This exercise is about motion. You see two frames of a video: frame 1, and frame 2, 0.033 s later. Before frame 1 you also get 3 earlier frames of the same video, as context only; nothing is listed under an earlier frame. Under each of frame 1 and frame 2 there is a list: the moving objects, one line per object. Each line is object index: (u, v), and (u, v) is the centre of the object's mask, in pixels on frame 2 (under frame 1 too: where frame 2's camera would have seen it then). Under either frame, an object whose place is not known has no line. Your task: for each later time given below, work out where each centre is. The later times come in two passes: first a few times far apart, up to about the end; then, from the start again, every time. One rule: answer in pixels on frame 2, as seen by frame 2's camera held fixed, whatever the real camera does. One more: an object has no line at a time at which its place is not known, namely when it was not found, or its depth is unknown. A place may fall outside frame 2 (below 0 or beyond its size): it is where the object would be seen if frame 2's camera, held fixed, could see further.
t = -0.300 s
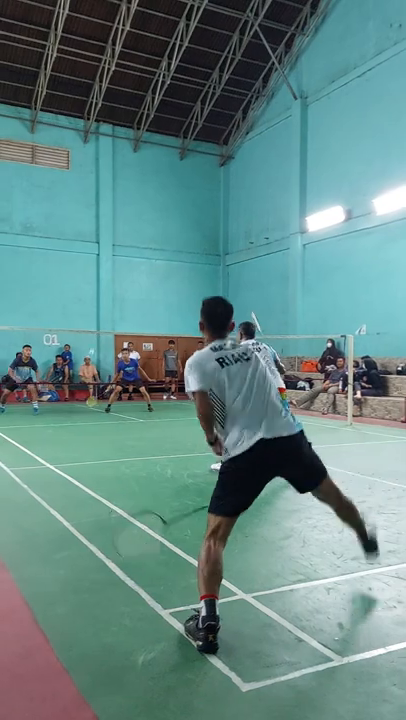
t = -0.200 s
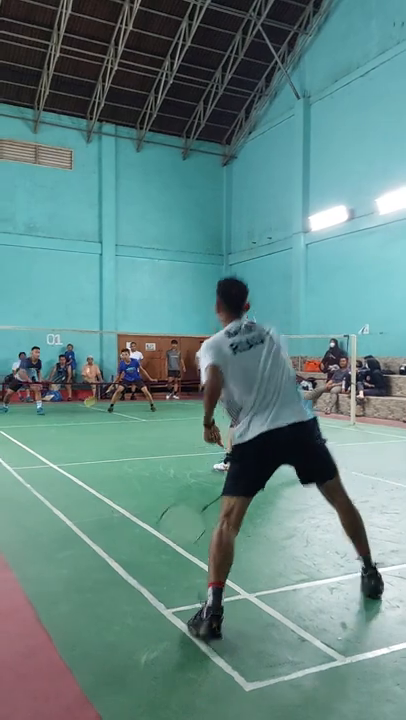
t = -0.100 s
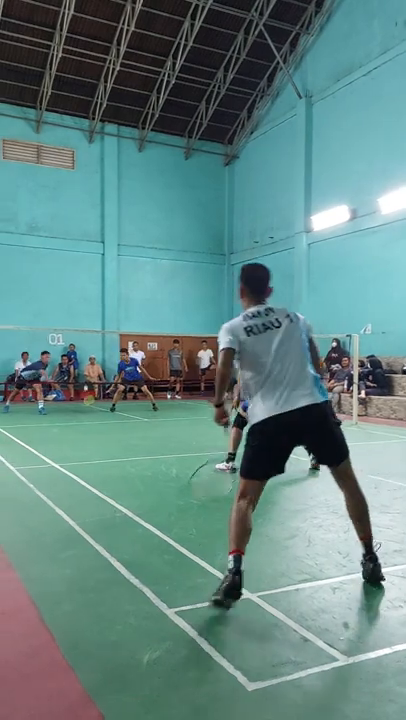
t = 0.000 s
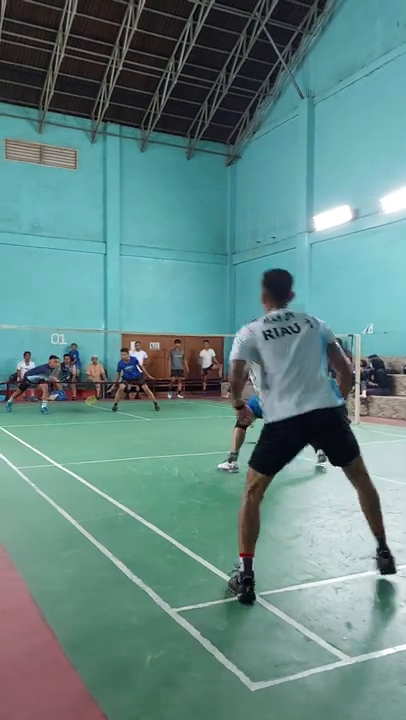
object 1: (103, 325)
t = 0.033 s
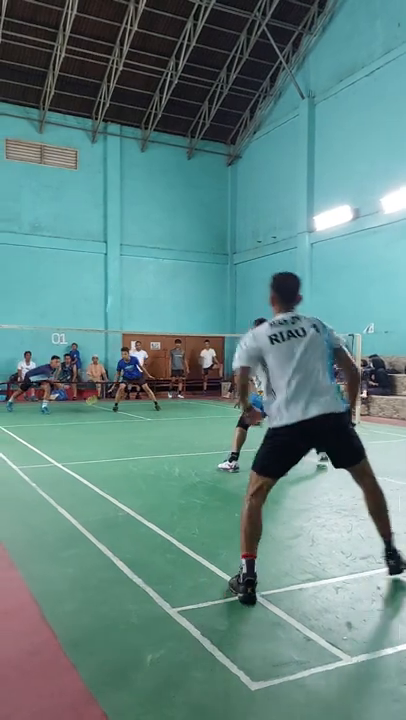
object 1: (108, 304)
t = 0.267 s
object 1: (145, 164)
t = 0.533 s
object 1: (183, 69)
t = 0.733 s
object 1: (211, 41)
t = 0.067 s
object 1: (114, 280)
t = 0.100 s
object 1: (119, 257)
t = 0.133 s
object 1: (125, 237)
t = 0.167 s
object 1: (130, 216)
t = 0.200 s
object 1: (135, 198)
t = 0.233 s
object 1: (140, 181)
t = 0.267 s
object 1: (145, 164)
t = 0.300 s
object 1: (149, 149)
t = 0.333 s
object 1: (154, 135)
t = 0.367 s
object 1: (160, 122)
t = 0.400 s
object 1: (165, 109)
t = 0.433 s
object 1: (170, 98)
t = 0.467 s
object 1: (174, 88)
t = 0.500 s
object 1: (179, 77)
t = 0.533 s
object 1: (183, 69)
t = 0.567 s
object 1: (188, 61)
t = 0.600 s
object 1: (193, 55)
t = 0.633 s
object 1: (198, 49)
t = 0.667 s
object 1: (202, 45)
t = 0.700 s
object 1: (207, 43)
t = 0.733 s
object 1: (211, 41)
